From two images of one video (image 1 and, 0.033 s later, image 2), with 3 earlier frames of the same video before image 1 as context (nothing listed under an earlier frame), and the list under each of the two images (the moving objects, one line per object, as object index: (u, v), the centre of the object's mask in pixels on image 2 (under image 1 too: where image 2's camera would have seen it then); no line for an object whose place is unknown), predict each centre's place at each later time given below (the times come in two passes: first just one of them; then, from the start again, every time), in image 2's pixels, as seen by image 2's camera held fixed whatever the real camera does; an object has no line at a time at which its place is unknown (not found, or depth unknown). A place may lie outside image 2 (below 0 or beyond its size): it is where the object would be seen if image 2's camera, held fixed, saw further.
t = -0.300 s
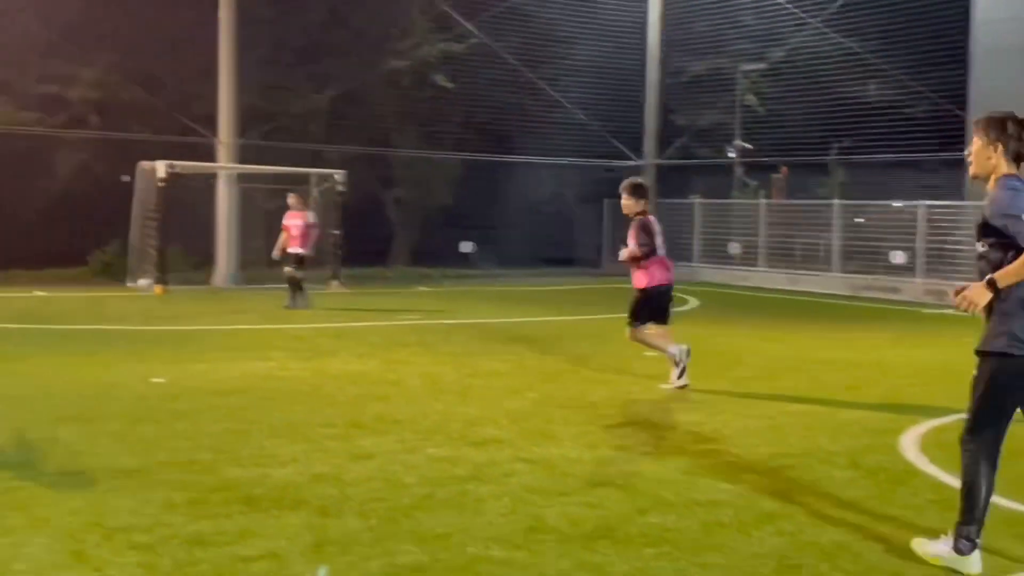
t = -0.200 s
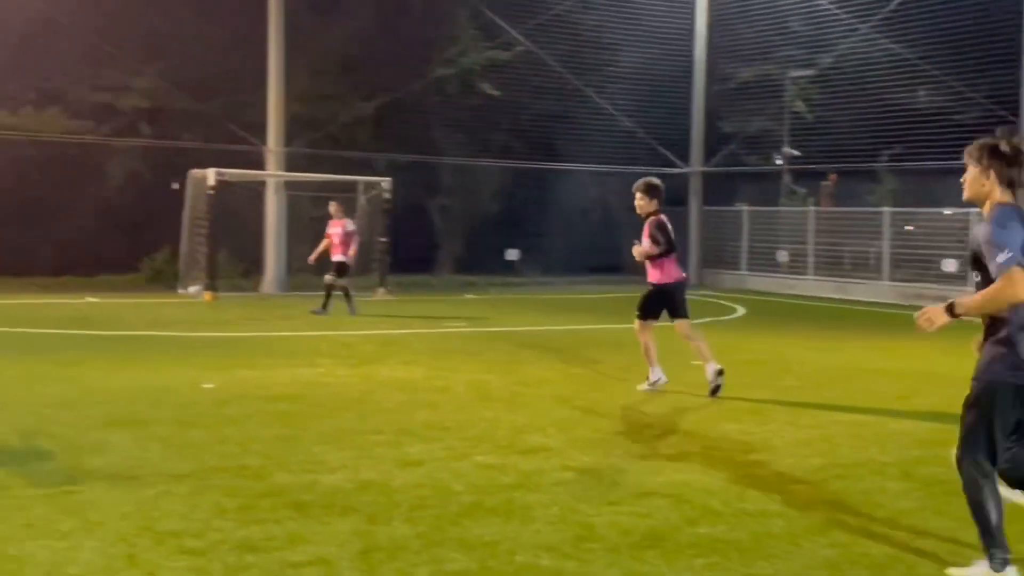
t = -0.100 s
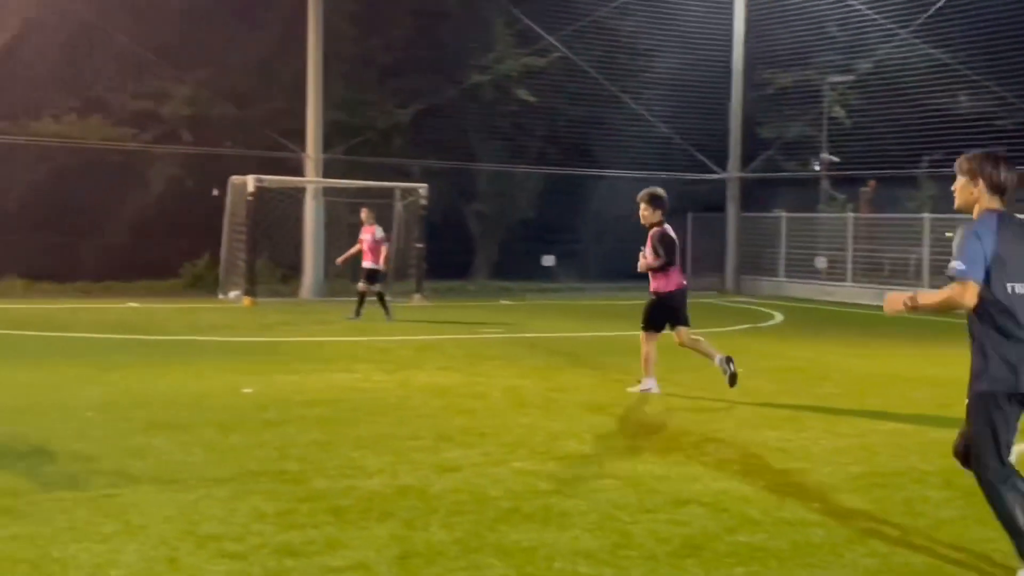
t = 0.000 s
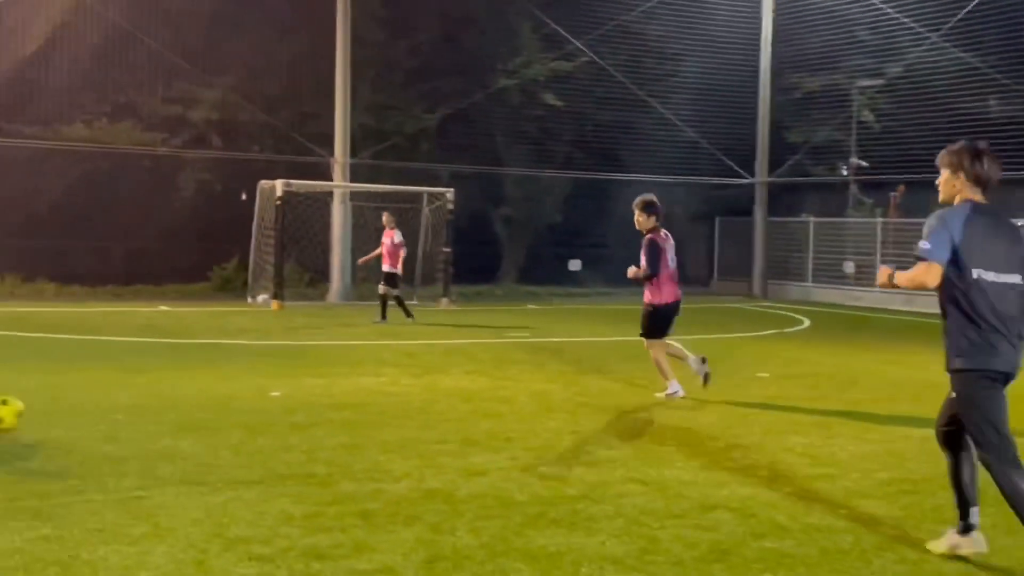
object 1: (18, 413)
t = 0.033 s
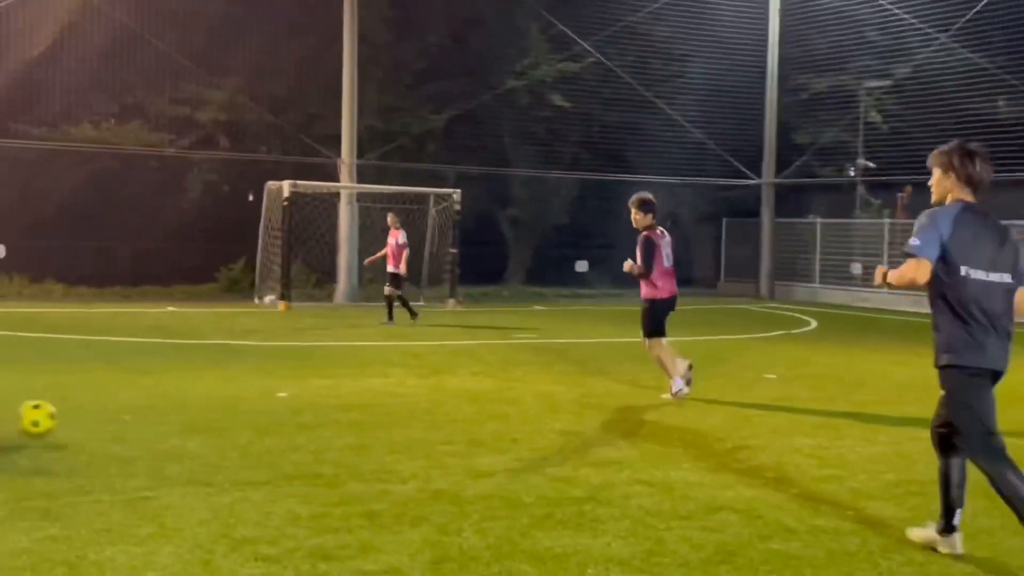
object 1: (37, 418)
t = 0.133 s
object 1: (111, 431)
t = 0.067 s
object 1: (62, 425)
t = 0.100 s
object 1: (89, 432)
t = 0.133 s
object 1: (111, 431)
